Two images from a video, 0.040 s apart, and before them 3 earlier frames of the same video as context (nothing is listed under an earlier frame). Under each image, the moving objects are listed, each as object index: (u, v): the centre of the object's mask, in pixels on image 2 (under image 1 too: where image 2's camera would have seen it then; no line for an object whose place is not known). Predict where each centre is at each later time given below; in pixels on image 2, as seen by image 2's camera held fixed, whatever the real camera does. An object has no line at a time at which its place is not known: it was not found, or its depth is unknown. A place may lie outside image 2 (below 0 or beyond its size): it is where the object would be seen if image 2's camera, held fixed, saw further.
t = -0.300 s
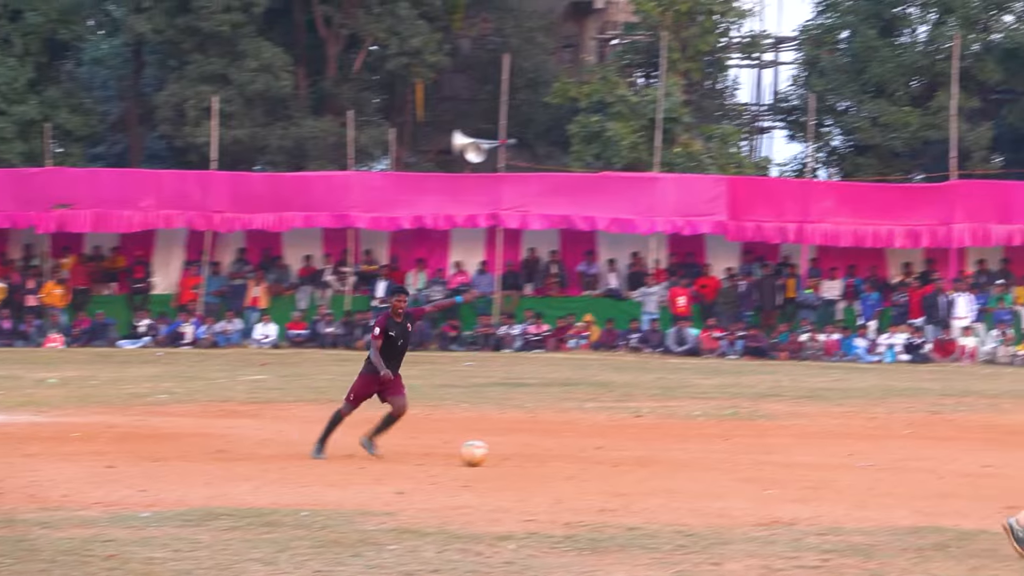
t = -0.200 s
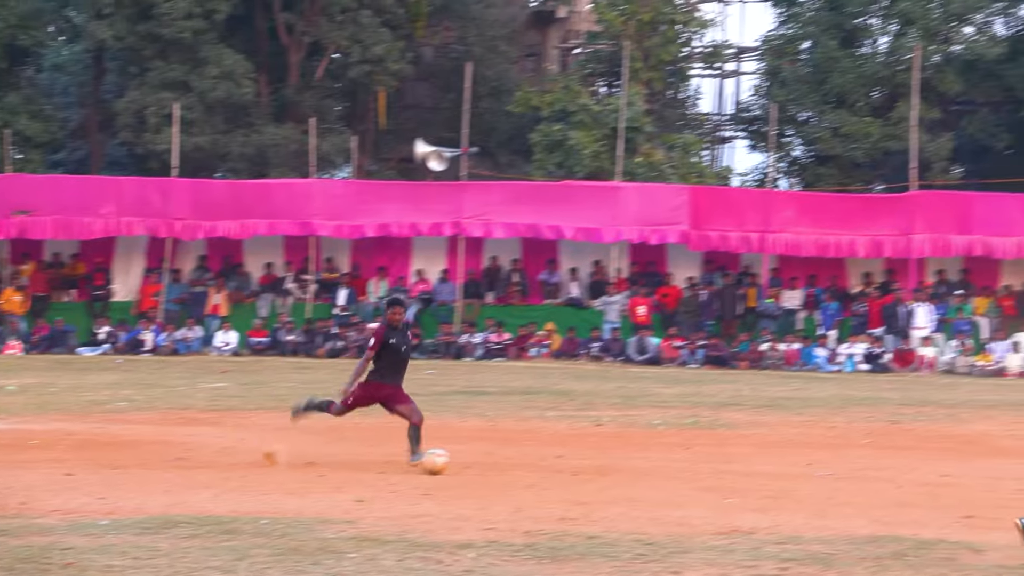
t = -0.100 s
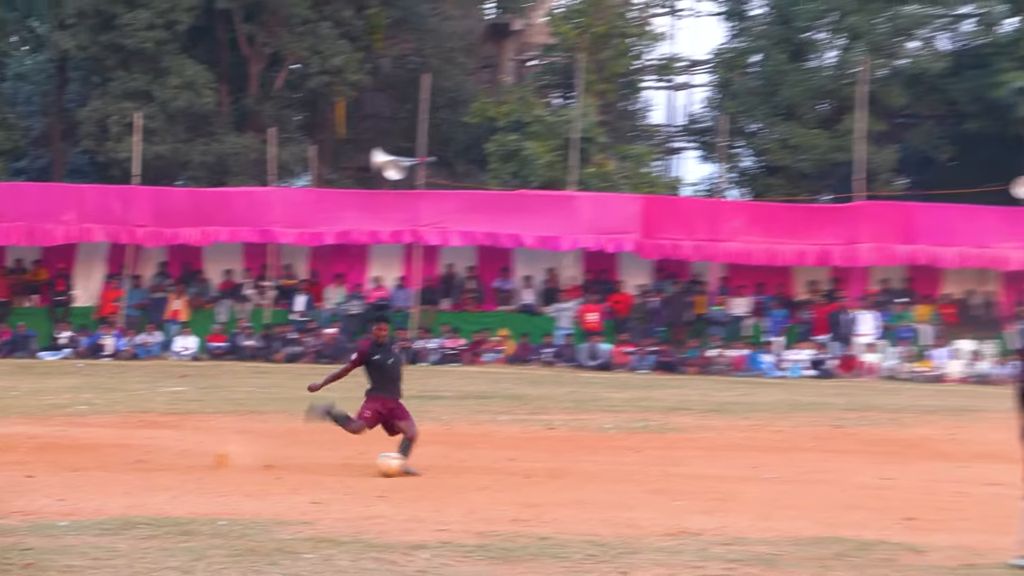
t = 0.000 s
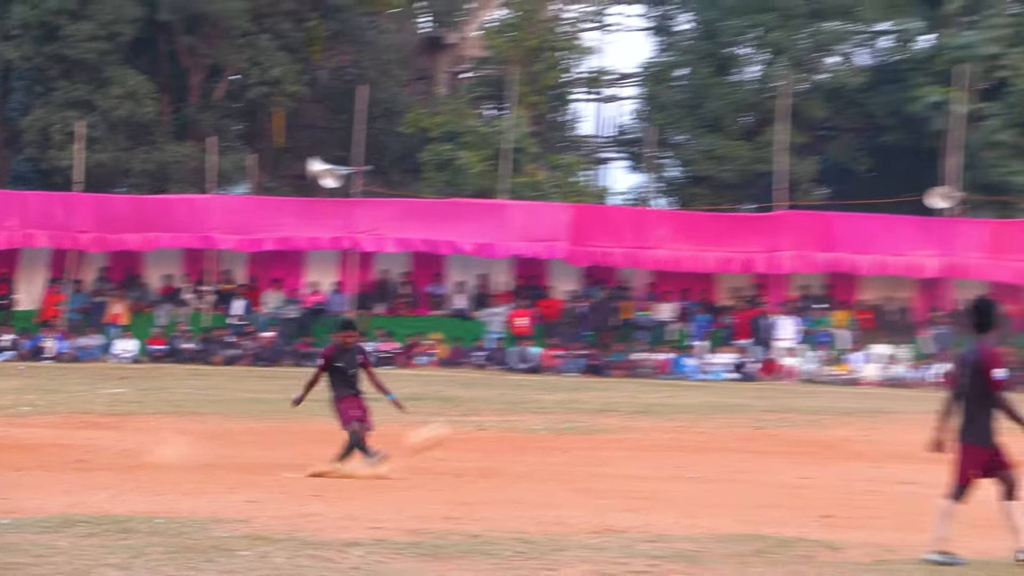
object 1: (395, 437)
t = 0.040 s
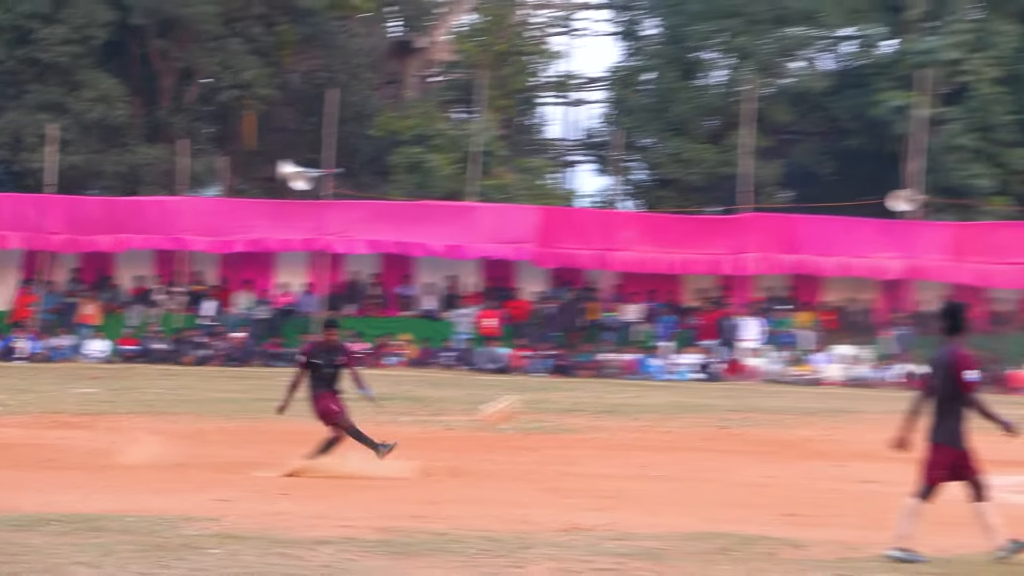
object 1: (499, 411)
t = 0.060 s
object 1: (550, 398)
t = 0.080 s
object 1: (607, 383)
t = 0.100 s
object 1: (656, 372)
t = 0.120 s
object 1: (712, 361)
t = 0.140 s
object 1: (766, 346)
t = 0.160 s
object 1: (819, 334)
